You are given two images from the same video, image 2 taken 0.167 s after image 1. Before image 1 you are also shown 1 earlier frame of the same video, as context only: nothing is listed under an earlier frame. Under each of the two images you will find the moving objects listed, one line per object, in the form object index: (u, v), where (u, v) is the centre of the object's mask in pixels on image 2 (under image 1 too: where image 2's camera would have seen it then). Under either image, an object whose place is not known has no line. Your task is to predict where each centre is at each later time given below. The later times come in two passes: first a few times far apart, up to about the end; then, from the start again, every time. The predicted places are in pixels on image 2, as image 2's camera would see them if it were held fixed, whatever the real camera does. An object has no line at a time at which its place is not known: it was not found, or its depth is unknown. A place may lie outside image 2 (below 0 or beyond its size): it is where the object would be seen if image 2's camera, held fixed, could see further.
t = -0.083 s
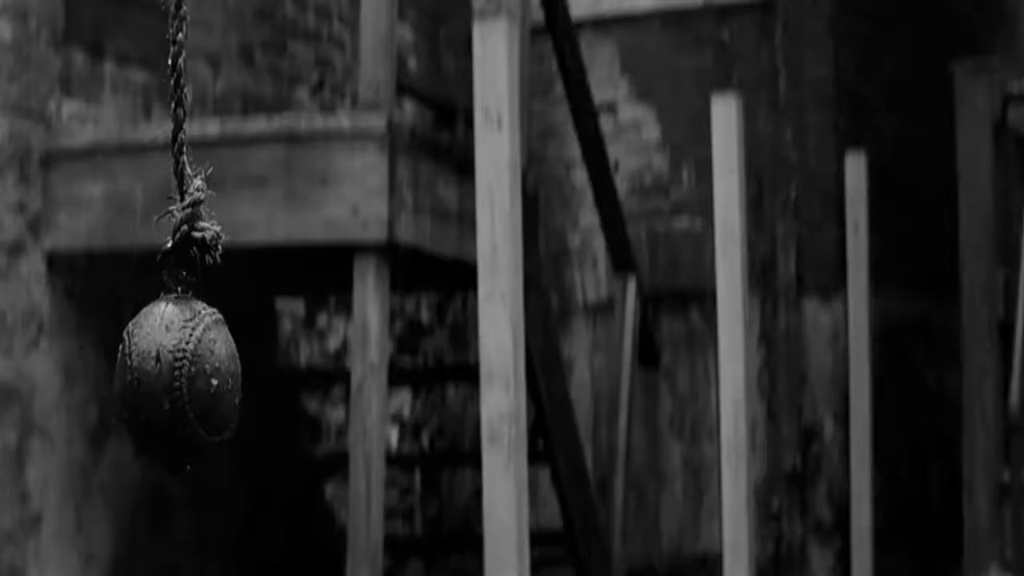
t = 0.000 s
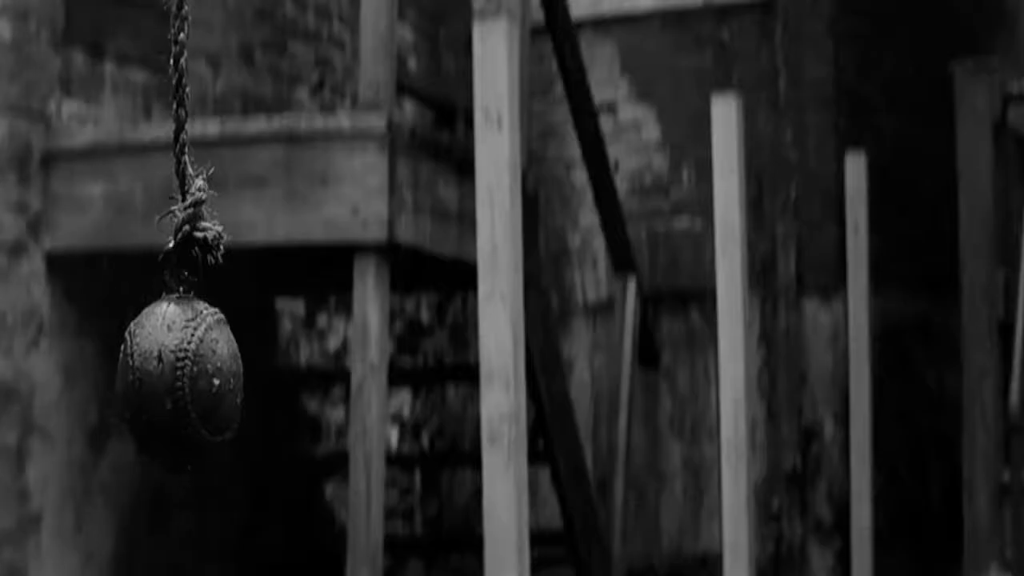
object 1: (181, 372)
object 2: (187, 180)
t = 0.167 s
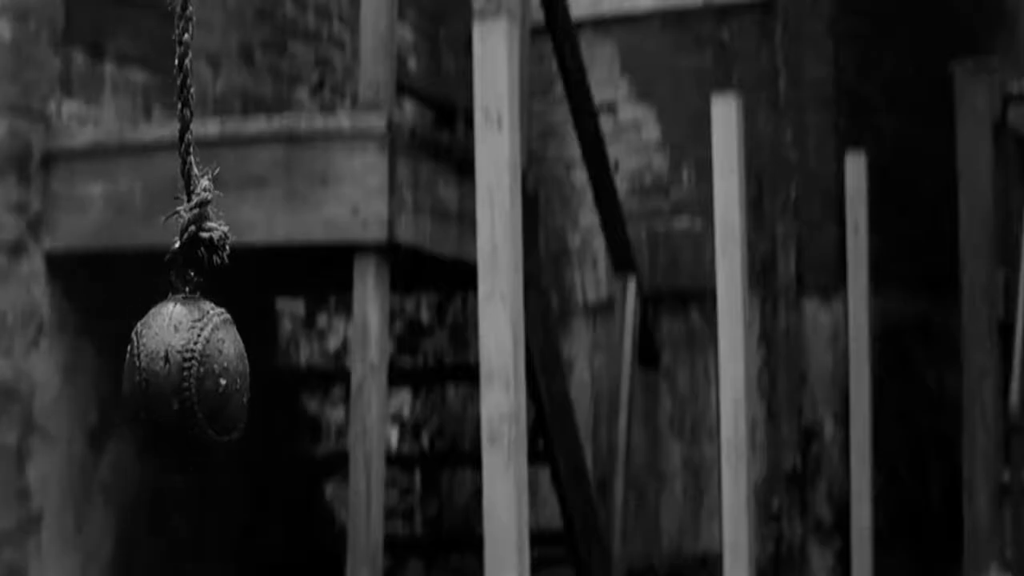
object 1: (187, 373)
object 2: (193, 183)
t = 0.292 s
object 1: (193, 373)
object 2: (200, 183)
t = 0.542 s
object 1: (206, 374)
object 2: (212, 183)
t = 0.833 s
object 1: (219, 375)
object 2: (225, 184)
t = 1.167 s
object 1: (224, 375)
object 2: (229, 184)
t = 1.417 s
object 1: (218, 375)
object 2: (224, 183)
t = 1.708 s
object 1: (205, 374)
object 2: (210, 183)
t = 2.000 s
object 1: (189, 374)
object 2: (195, 186)
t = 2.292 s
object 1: (178, 374)
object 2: (185, 180)
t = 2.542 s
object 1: (176, 374)
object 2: (183, 180)
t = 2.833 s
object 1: (185, 375)
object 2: (191, 182)
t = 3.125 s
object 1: (200, 375)
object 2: (206, 184)
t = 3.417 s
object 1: (214, 376)
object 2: (220, 185)
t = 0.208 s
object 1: (189, 373)
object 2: (195, 183)
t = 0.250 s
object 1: (190, 373)
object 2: (197, 181)
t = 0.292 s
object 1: (193, 373)
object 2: (200, 183)
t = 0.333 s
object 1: (195, 373)
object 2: (201, 181)
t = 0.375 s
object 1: (197, 374)
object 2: (204, 183)
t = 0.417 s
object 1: (200, 374)
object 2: (206, 184)
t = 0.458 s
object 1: (202, 374)
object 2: (208, 185)
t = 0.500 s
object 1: (204, 374)
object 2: (210, 184)
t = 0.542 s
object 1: (206, 374)
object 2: (212, 183)
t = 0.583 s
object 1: (208, 375)
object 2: (214, 184)
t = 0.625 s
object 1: (210, 374)
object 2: (216, 185)
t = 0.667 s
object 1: (213, 372)
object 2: (218, 183)
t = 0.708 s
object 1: (214, 374)
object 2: (220, 184)
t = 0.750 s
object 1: (216, 374)
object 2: (222, 185)
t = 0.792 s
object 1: (218, 375)
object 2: (223, 186)
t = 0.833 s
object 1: (219, 375)
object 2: (225, 184)
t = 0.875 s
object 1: (220, 374)
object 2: (226, 184)
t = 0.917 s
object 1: (221, 375)
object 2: (227, 184)
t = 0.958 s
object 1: (222, 374)
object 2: (228, 184)
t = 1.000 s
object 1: (223, 374)
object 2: (229, 184)
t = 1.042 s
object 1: (224, 375)
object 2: (229, 184)
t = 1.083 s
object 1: (224, 375)
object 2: (229, 184)
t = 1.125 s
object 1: (224, 375)
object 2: (229, 184)
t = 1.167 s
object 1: (224, 375)
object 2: (229, 184)
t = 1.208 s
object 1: (224, 375)
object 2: (228, 183)
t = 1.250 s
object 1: (223, 375)
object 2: (228, 183)
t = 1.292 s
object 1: (222, 375)
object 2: (227, 184)
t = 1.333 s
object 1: (221, 374)
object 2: (226, 183)
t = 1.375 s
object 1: (220, 375)
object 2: (225, 184)
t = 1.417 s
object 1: (218, 375)
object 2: (224, 183)
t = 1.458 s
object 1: (217, 375)
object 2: (223, 183)
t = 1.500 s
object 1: (215, 374)
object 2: (220, 182)
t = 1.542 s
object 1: (213, 374)
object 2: (219, 182)
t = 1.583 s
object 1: (212, 375)
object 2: (217, 183)
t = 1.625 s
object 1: (210, 374)
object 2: (215, 184)
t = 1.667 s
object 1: (207, 374)
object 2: (212, 183)
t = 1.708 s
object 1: (205, 374)
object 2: (210, 183)
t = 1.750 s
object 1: (202, 374)
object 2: (208, 184)
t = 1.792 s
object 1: (200, 374)
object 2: (206, 186)
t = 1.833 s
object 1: (197, 373)
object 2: (204, 187)
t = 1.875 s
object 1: (196, 371)
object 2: (202, 185)
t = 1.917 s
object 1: (193, 374)
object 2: (200, 184)
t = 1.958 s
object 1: (191, 374)
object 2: (197, 185)
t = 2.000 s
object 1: (189, 374)
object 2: (195, 186)
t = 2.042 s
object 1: (187, 373)
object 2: (193, 185)
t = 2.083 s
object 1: (185, 373)
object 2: (191, 184)
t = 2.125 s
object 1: (183, 373)
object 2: (190, 184)
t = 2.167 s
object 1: (182, 372)
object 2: (188, 182)
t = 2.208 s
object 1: (180, 374)
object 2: (187, 181)
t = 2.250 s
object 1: (179, 374)
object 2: (186, 182)
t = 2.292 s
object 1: (178, 374)
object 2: (185, 180)
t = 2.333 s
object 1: (177, 374)
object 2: (184, 181)
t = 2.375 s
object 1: (177, 374)
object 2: (183, 180)
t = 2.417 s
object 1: (176, 374)
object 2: (183, 181)
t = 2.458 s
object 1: (176, 374)
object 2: (183, 181)
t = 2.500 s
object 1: (176, 374)
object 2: (183, 181)
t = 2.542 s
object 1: (176, 374)
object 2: (183, 180)
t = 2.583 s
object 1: (177, 374)
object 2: (184, 180)
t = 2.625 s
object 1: (178, 374)
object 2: (185, 180)
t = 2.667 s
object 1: (179, 374)
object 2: (186, 181)
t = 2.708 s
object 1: (180, 374)
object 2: (187, 181)
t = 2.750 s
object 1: (182, 375)
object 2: (188, 181)
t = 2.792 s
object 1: (183, 374)
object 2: (189, 181)
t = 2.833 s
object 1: (185, 375)
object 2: (191, 182)
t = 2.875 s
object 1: (187, 374)
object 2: (193, 181)
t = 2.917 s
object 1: (189, 375)
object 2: (195, 182)
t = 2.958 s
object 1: (191, 375)
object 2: (198, 184)
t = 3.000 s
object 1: (193, 375)
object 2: (199, 184)
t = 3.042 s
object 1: (195, 375)
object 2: (201, 183)
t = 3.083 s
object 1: (198, 375)
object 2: (203, 182)
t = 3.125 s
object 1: (200, 375)
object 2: (206, 184)
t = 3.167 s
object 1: (202, 376)
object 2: (208, 185)
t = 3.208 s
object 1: (204, 376)
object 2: (210, 186)
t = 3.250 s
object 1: (206, 376)
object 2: (213, 186)
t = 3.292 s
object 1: (208, 376)
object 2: (215, 186)
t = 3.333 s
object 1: (210, 376)
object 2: (217, 185)
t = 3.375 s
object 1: (212, 376)
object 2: (219, 185)
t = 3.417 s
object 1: (214, 376)
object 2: (220, 185)
